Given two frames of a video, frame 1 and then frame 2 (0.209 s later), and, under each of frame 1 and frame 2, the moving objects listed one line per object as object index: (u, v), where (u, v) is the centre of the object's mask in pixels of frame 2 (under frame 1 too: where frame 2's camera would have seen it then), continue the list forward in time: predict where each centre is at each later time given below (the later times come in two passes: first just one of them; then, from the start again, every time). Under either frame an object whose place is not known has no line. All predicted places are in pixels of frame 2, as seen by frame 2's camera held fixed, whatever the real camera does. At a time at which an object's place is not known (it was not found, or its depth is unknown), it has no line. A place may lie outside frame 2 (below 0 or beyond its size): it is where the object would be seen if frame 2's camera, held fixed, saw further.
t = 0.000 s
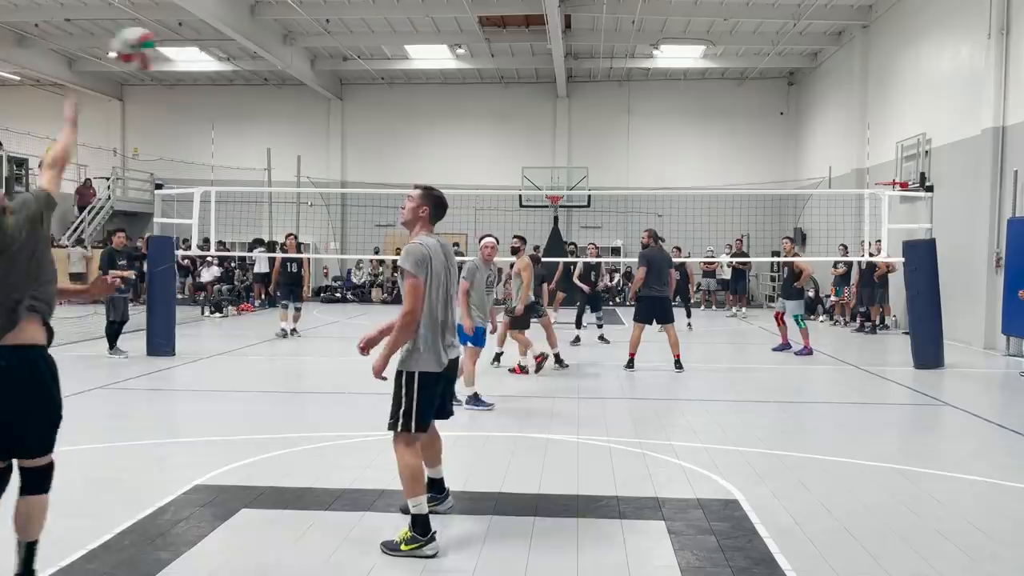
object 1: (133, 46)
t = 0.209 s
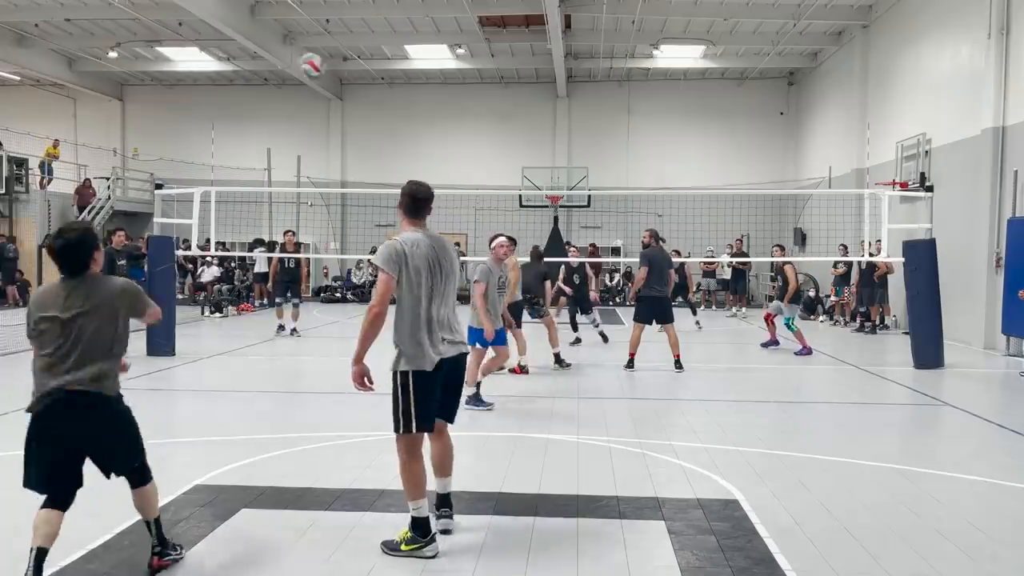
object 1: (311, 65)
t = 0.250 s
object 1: (334, 75)
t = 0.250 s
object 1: (334, 75)
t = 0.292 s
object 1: (346, 83)
